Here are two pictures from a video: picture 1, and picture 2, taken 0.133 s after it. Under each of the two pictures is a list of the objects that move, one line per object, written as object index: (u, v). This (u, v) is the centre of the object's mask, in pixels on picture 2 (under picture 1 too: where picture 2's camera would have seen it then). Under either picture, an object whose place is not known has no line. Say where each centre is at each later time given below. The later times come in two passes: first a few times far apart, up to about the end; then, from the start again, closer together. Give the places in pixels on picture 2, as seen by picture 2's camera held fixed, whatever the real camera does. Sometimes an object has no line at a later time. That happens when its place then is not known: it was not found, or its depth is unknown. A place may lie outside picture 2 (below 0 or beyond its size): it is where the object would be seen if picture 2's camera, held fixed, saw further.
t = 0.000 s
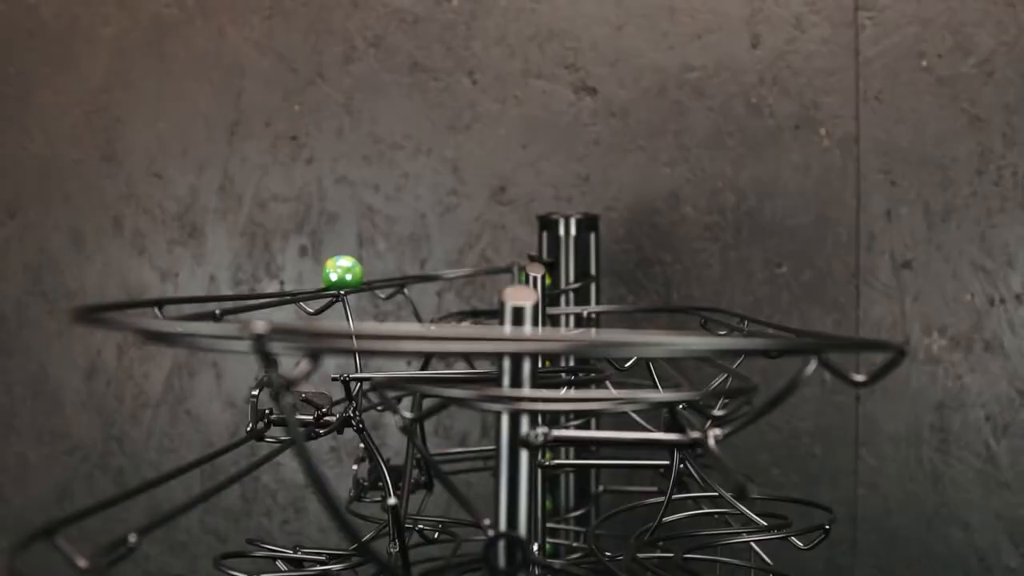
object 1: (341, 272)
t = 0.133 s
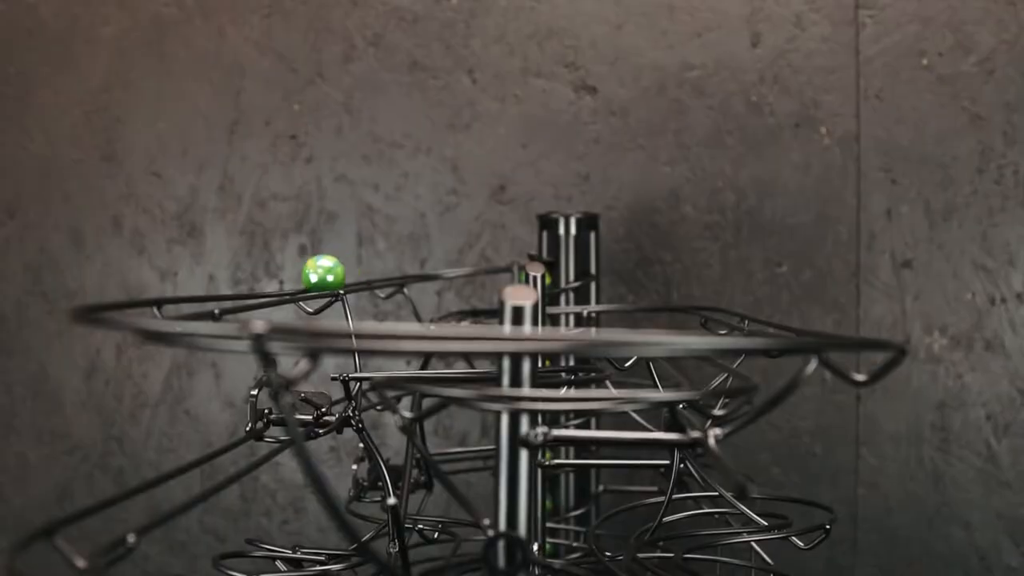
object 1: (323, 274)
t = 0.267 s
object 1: (303, 275)
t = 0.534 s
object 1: (254, 279)
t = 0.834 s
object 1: (178, 286)
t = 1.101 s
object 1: (111, 289)
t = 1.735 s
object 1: (752, 302)
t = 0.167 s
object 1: (318, 274)
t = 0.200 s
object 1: (315, 274)
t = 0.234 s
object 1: (307, 275)
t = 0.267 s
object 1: (303, 275)
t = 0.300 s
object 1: (298, 275)
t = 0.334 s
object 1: (292, 276)
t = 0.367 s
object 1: (287, 276)
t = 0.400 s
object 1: (281, 277)
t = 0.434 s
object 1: (274, 277)
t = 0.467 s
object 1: (268, 278)
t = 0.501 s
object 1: (262, 278)
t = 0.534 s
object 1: (254, 279)
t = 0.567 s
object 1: (248, 280)
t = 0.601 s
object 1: (241, 280)
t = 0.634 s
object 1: (233, 281)
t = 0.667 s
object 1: (225, 282)
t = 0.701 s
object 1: (218, 283)
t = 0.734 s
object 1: (207, 283)
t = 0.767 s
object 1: (199, 284)
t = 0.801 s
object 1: (190, 285)
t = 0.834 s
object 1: (178, 286)
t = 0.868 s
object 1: (168, 286)
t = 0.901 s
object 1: (158, 287)
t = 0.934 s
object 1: (145, 288)
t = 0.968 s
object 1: (135, 288)
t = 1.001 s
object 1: (126, 288)
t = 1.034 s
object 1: (117, 289)
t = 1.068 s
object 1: (113, 289)
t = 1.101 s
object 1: (111, 289)
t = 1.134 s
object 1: (115, 289)
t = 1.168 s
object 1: (121, 290)
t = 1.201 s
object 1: (130, 290)
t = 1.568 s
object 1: (534, 298)
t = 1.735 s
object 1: (752, 302)
